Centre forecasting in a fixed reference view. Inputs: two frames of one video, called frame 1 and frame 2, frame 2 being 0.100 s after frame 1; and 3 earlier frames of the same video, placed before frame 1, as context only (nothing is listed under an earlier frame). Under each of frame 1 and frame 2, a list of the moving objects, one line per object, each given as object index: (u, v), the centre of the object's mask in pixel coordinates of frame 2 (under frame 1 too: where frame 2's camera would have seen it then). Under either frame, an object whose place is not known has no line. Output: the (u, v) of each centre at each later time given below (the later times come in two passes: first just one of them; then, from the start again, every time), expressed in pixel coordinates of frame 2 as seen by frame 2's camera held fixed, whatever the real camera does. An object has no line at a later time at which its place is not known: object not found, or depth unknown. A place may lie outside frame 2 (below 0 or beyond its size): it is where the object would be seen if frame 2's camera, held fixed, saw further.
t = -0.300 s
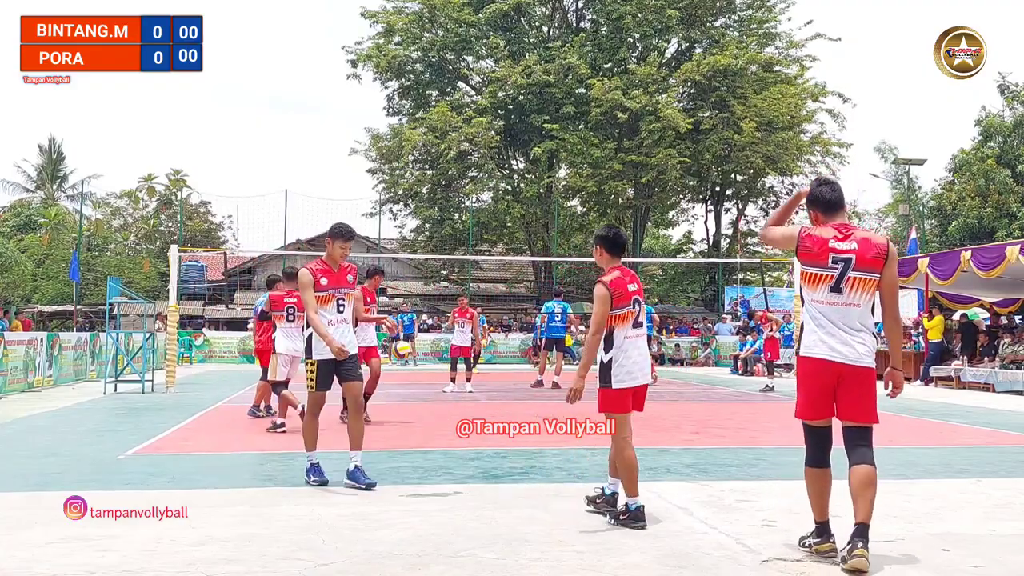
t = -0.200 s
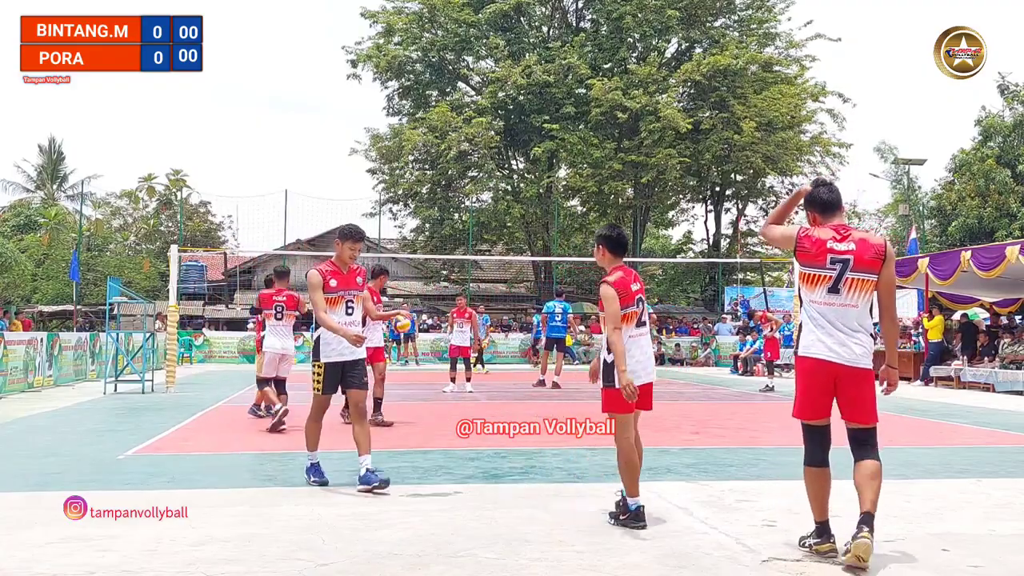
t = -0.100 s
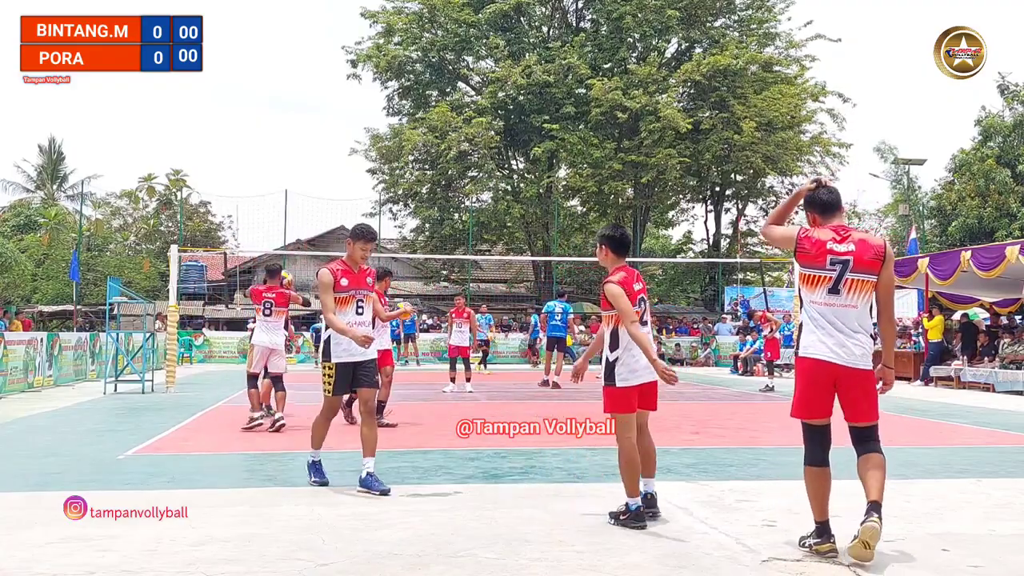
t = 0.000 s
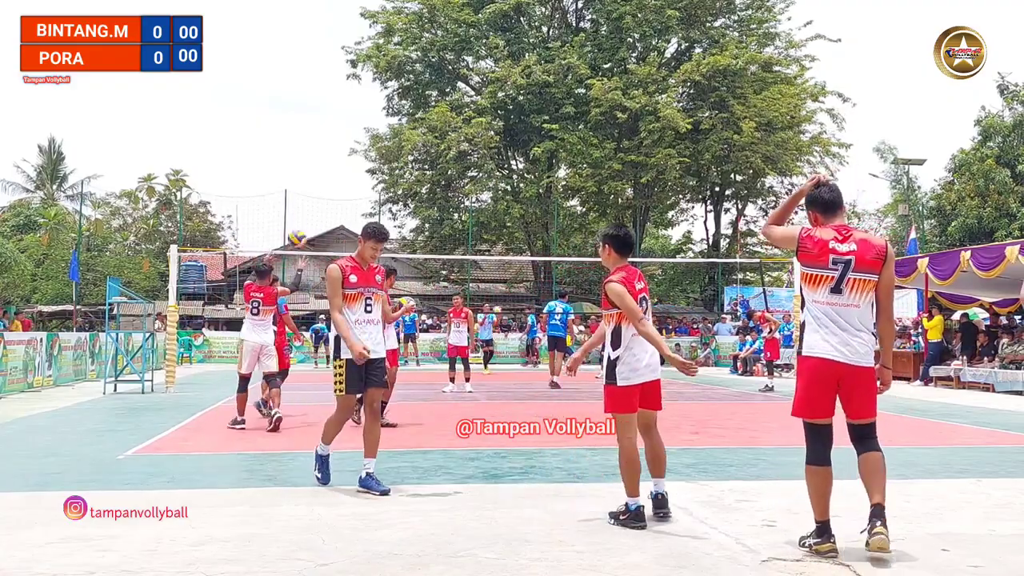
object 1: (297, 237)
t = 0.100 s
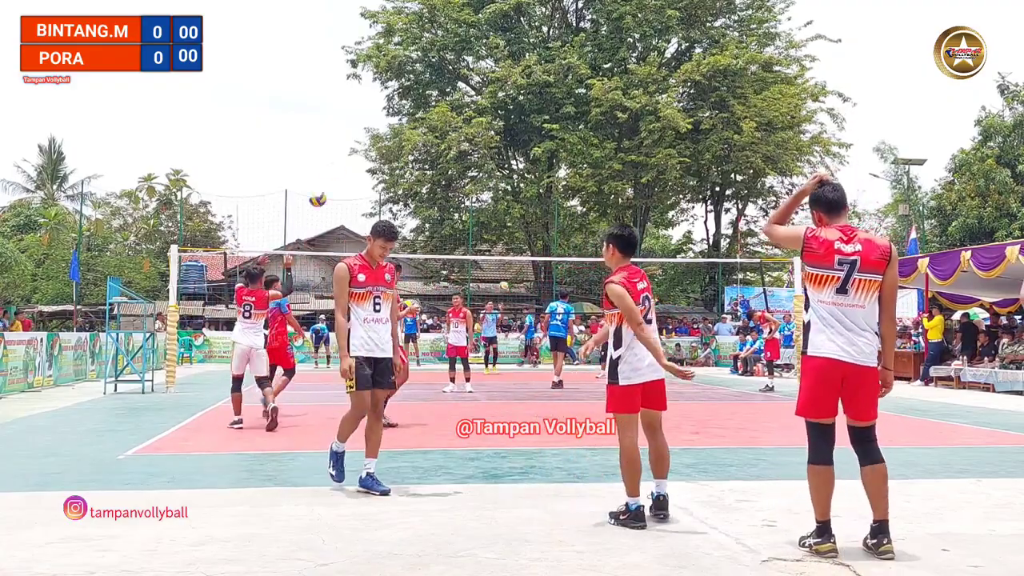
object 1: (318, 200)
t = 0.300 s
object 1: (350, 153)
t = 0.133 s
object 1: (324, 188)
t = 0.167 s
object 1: (329, 178)
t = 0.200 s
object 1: (334, 170)
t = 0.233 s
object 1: (340, 163)
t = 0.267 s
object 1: (345, 158)
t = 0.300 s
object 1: (350, 153)
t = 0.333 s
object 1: (354, 149)
